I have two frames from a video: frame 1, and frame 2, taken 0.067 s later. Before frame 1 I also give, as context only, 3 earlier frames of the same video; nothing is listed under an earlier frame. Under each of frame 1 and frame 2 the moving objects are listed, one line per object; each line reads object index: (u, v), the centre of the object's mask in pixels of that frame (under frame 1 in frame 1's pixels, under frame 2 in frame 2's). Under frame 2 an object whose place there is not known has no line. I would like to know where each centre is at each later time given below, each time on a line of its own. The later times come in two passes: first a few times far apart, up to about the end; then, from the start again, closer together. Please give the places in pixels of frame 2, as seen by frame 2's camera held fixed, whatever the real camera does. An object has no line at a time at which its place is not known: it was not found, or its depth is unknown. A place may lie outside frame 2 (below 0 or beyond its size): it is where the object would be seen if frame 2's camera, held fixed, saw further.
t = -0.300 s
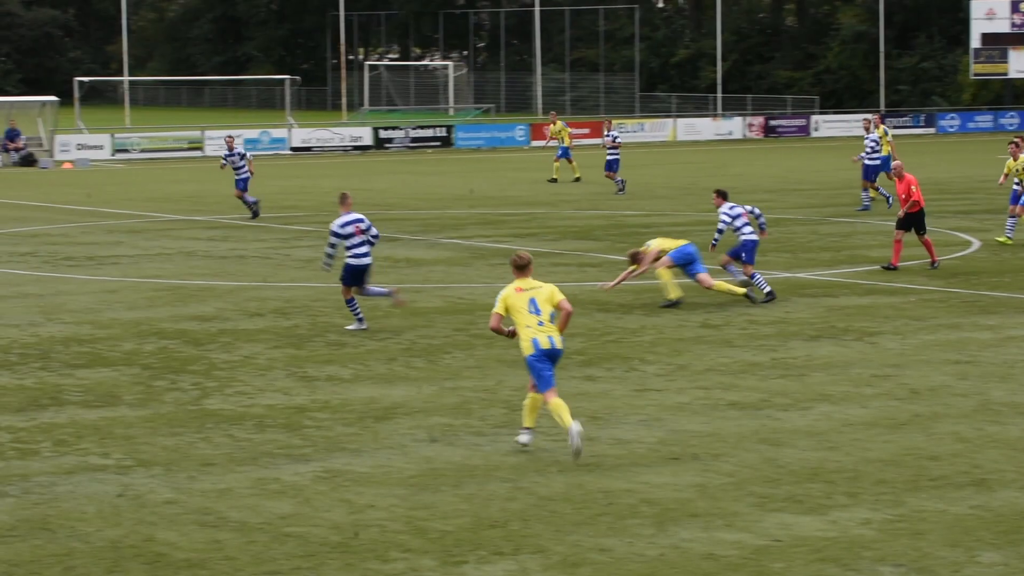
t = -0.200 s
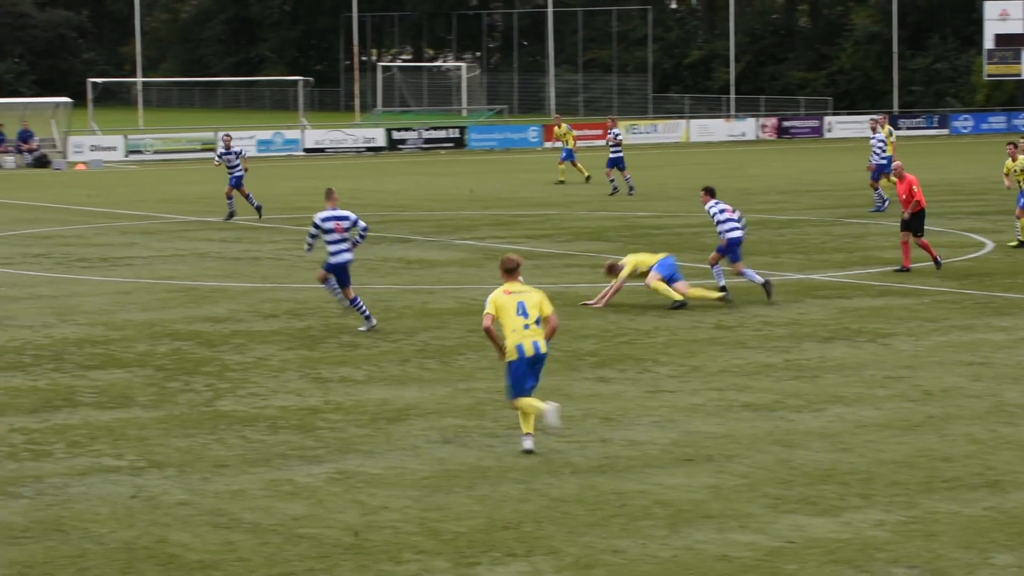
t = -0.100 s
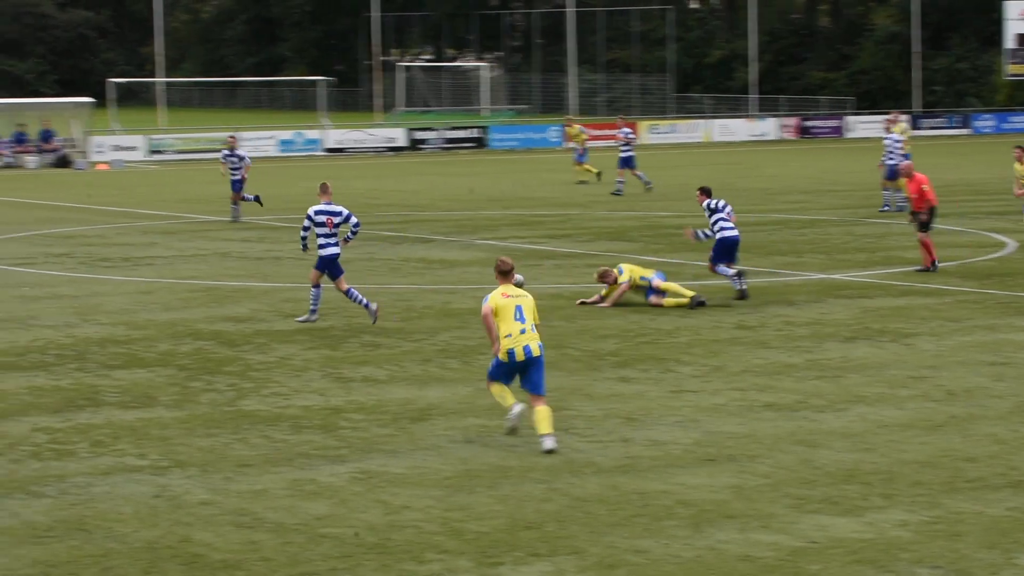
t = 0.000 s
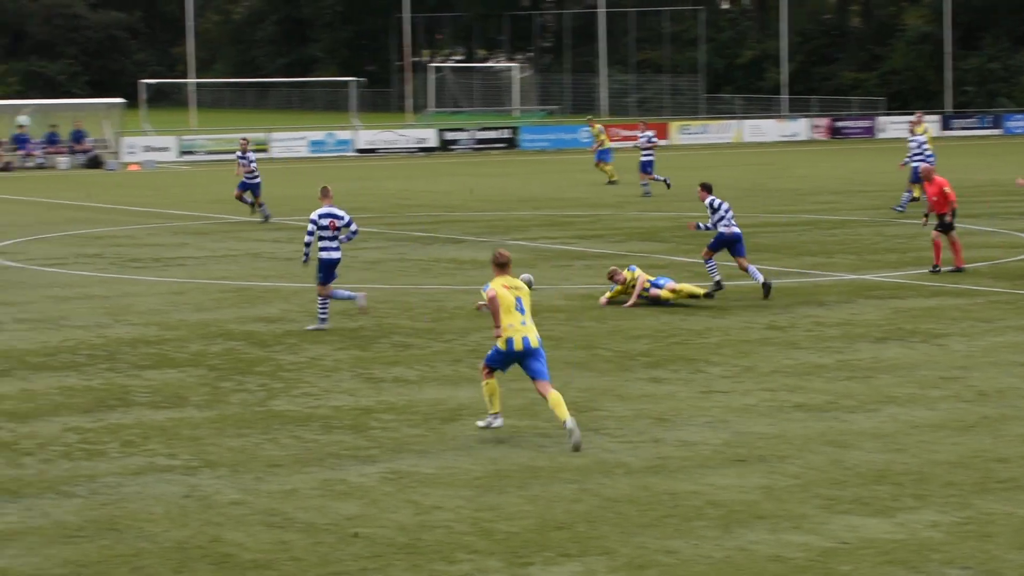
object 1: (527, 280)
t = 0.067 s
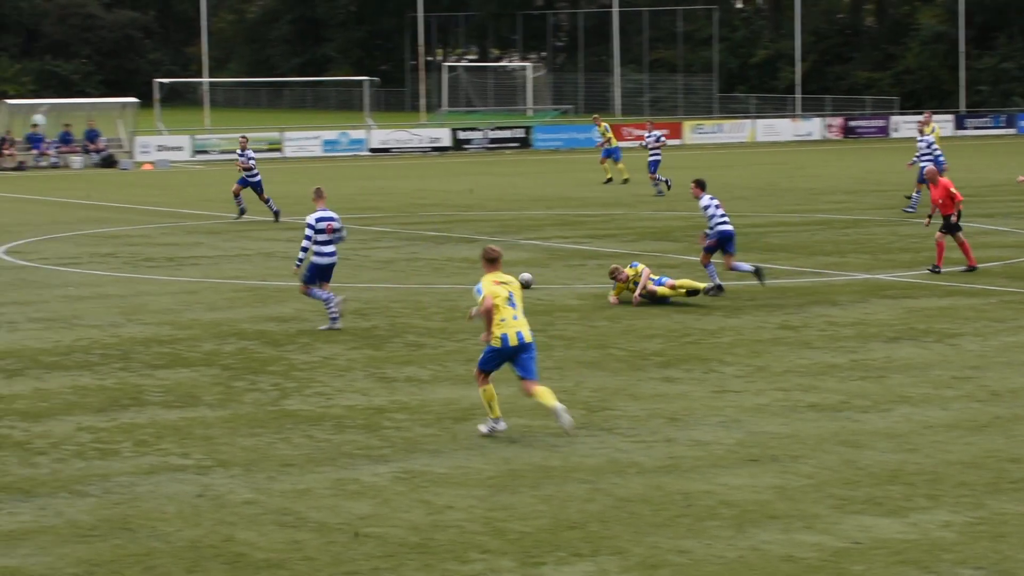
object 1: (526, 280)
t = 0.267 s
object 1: (487, 279)
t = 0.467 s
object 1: (452, 278)
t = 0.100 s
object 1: (519, 281)
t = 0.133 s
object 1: (512, 280)
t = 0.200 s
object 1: (499, 280)
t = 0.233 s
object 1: (493, 280)
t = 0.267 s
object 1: (487, 279)
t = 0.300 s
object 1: (481, 279)
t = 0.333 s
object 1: (475, 279)
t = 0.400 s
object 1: (463, 278)
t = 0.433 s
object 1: (458, 279)
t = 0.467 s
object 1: (452, 278)
